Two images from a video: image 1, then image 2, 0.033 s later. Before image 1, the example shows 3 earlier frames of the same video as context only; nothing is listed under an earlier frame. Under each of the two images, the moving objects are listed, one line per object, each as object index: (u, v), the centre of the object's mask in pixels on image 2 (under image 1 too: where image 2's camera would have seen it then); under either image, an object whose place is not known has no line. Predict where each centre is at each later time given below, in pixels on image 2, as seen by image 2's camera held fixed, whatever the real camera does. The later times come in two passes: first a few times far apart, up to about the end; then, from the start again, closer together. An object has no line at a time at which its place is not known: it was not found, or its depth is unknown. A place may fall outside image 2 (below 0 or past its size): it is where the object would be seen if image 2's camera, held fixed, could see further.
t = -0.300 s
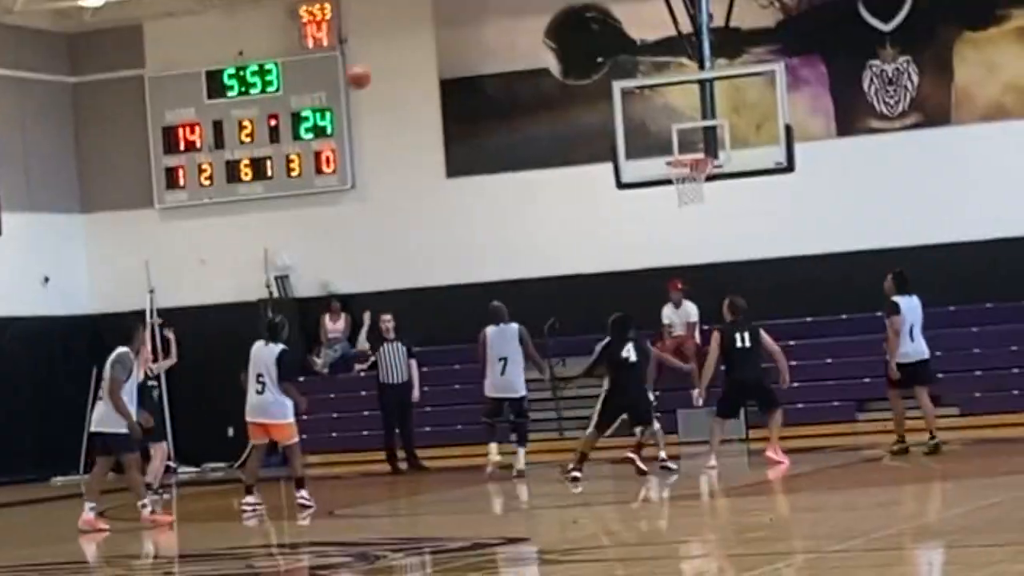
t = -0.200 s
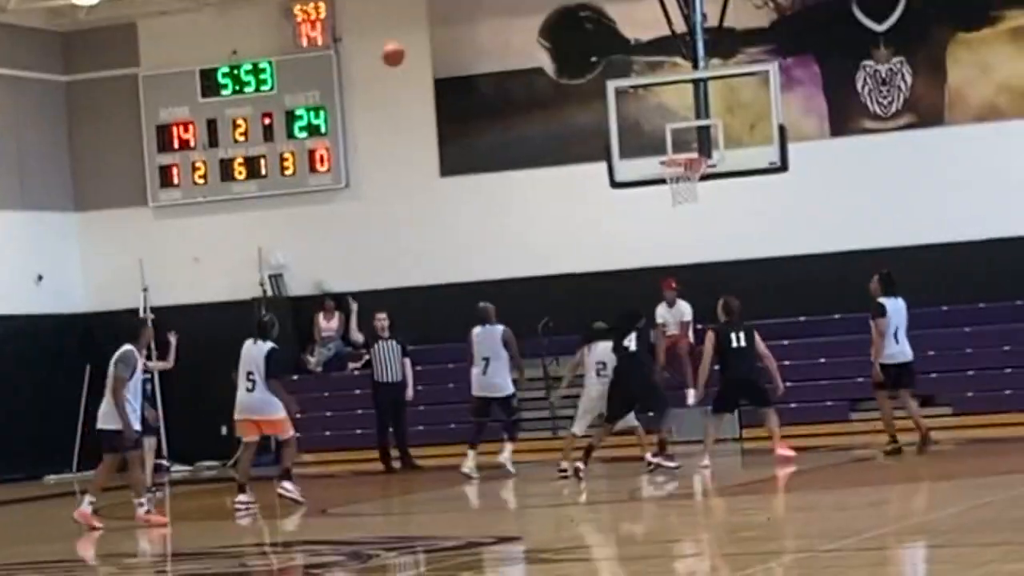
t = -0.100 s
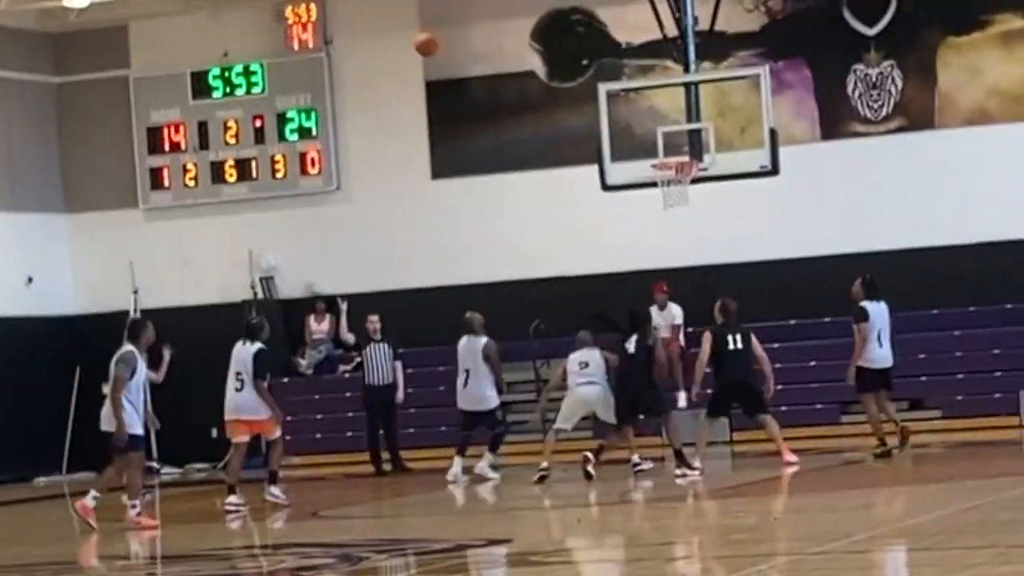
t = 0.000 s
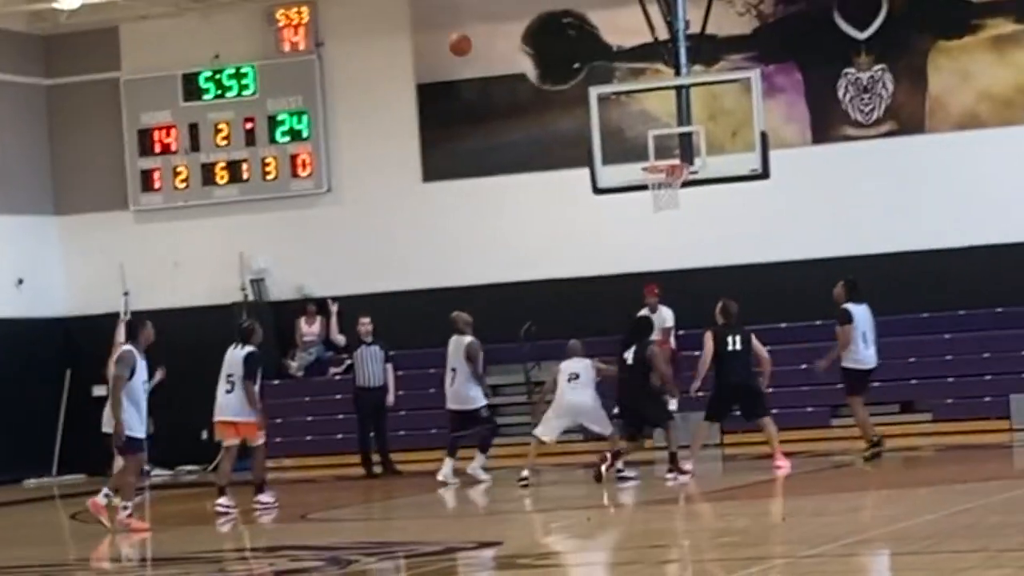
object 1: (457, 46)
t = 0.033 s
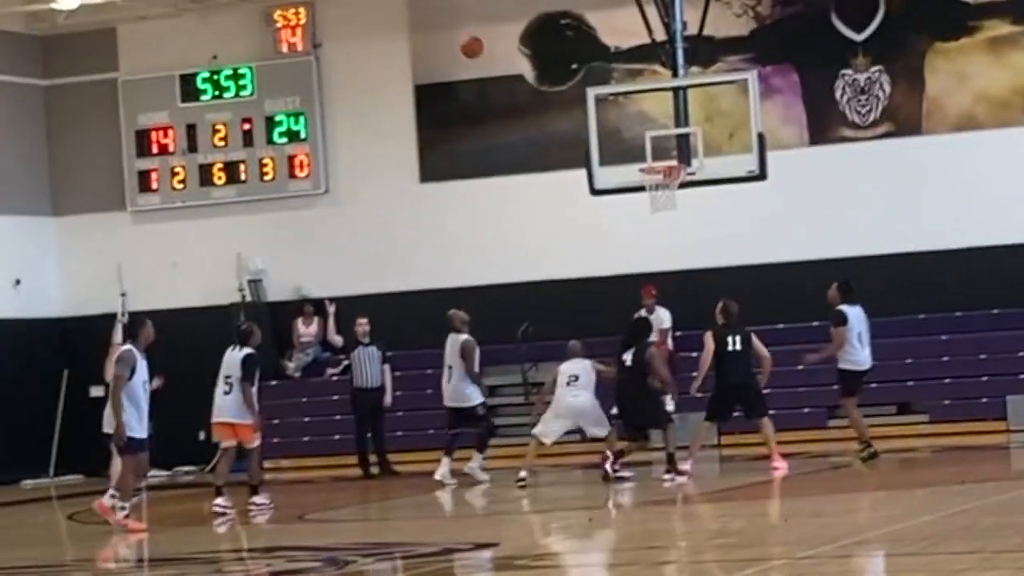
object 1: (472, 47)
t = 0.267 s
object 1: (575, 83)
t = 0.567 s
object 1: (682, 141)
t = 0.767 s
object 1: (710, 140)
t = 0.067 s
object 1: (486, 49)
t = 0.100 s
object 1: (500, 52)
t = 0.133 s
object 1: (515, 57)
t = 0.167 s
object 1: (531, 62)
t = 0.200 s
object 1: (545, 68)
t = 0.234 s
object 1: (559, 76)
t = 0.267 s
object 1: (575, 83)
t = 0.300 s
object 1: (589, 92)
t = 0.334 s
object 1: (605, 105)
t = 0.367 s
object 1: (622, 114)
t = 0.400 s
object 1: (635, 127)
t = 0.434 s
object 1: (654, 143)
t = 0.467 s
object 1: (666, 151)
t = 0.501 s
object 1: (668, 150)
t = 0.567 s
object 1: (682, 141)
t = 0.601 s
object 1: (684, 140)
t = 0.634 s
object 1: (689, 137)
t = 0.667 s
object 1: (695, 136)
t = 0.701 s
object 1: (700, 136)
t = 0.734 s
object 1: (706, 138)
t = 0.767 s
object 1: (710, 140)
